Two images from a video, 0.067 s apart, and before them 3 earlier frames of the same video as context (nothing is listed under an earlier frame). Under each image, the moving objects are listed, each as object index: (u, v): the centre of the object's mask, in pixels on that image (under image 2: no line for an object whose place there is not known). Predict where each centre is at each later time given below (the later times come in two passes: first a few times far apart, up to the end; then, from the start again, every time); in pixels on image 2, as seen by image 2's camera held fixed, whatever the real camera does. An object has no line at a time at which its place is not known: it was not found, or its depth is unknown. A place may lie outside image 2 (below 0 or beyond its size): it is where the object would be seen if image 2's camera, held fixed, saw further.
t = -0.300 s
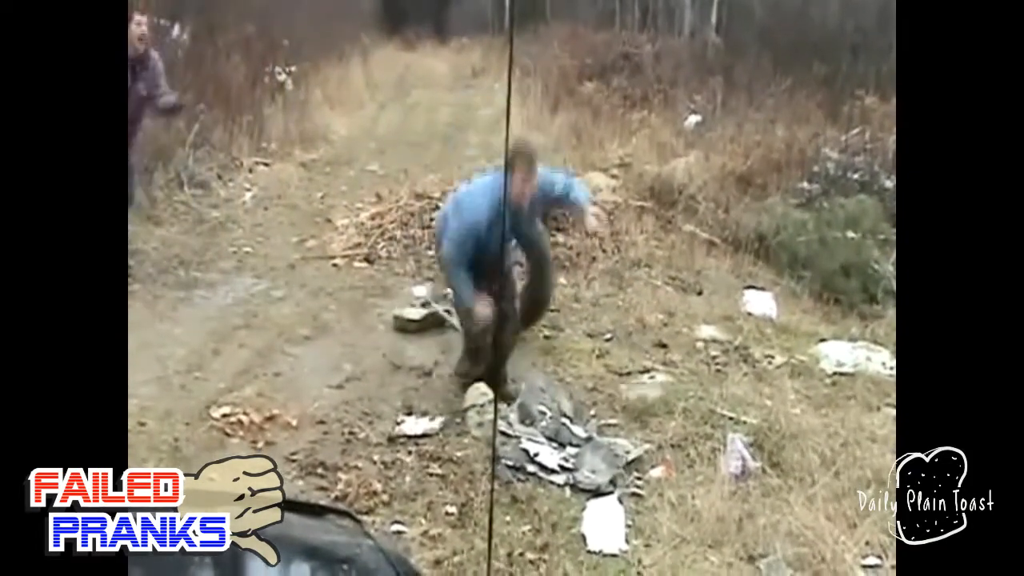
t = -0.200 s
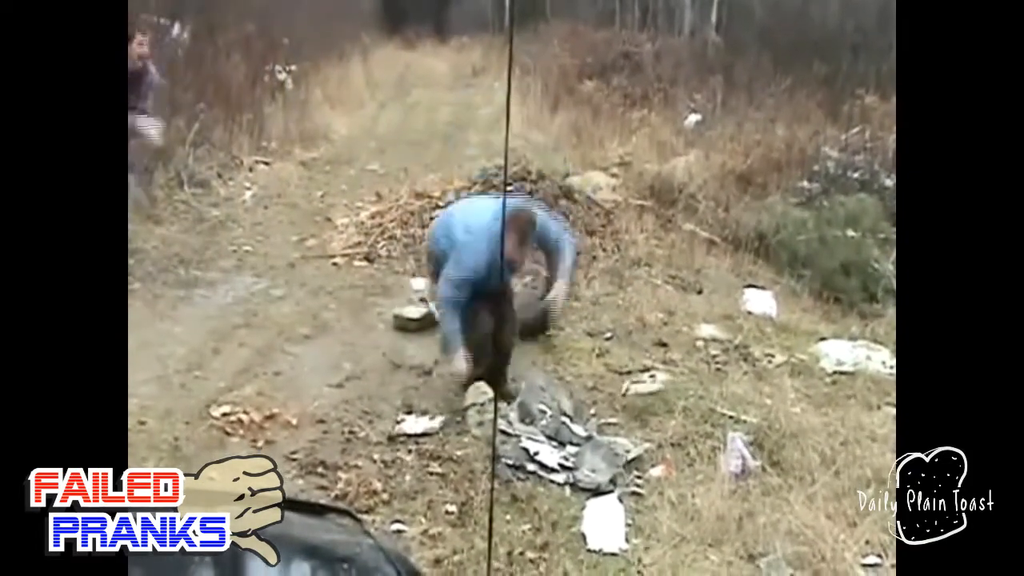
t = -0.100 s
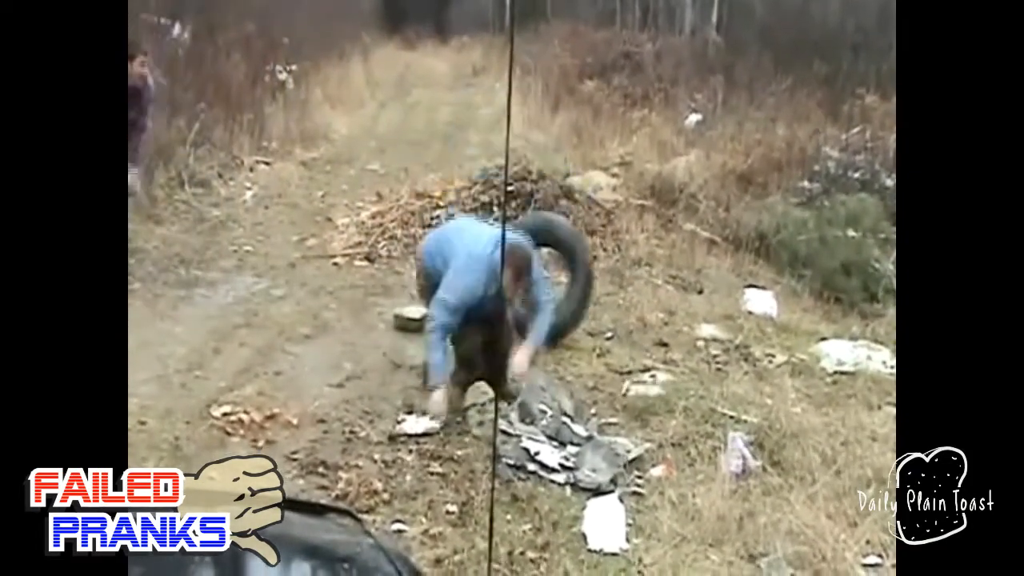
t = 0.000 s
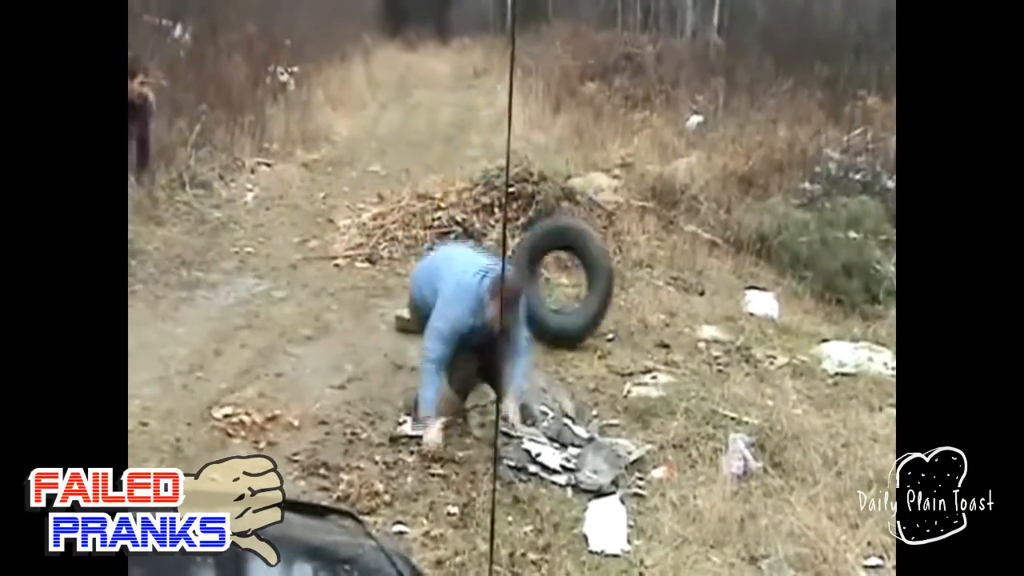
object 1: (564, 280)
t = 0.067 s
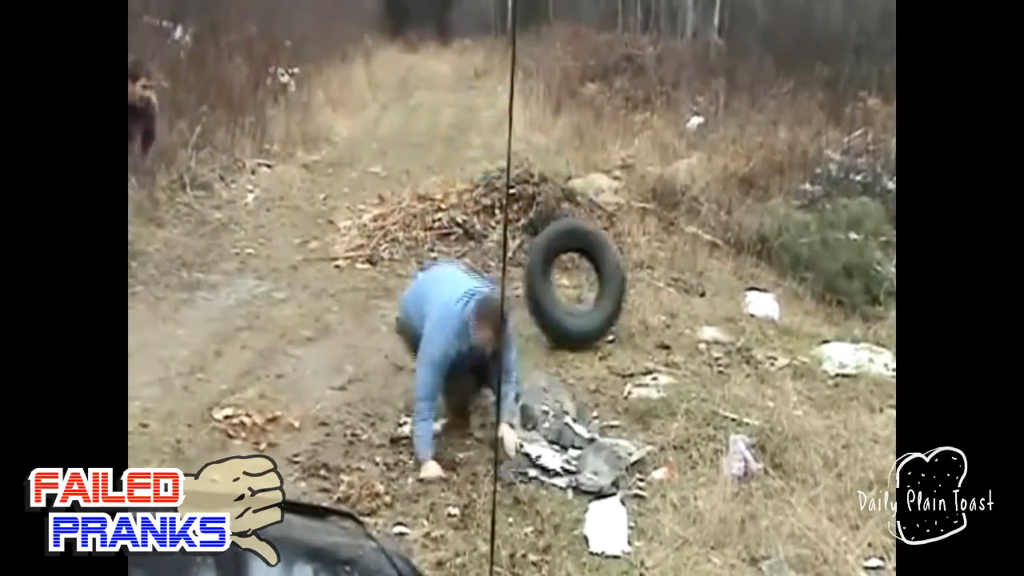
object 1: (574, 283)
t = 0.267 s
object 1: (606, 284)
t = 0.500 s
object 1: (640, 281)
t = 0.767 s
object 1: (676, 283)
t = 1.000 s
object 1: (706, 280)
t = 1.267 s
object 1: (736, 276)
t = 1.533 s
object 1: (760, 272)
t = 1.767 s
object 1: (774, 269)
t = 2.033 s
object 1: (785, 268)
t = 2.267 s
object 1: (783, 276)
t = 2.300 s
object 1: (782, 277)
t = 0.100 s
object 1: (580, 283)
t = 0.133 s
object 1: (585, 283)
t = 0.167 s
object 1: (591, 283)
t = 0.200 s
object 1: (596, 284)
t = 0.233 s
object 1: (601, 284)
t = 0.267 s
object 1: (606, 284)
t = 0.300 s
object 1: (611, 283)
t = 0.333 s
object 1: (617, 283)
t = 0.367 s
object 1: (621, 282)
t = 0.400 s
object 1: (626, 282)
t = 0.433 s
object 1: (631, 281)
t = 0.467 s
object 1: (635, 281)
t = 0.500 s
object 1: (640, 281)
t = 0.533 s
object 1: (644, 282)
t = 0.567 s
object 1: (649, 282)
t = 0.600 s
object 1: (653, 282)
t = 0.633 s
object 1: (657, 281)
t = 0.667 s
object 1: (662, 281)
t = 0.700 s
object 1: (665, 280)
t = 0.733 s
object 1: (672, 284)
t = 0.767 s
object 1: (676, 283)
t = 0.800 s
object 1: (680, 282)
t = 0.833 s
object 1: (685, 283)
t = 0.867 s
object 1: (690, 282)
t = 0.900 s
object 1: (694, 282)
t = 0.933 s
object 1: (698, 281)
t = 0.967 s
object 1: (702, 280)
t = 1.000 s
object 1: (706, 280)
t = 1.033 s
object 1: (710, 279)
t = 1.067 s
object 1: (714, 278)
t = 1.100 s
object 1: (717, 278)
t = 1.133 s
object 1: (721, 278)
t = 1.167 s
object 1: (725, 277)
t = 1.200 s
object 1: (729, 277)
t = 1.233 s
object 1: (733, 277)
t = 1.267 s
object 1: (736, 276)
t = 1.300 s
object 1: (740, 276)
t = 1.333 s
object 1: (743, 276)
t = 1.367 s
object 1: (746, 275)
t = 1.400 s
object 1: (749, 275)
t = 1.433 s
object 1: (751, 274)
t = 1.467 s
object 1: (754, 274)
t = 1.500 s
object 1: (758, 273)
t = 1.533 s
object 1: (760, 272)
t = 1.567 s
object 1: (762, 272)
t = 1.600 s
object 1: (764, 271)
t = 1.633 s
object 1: (767, 270)
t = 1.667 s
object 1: (769, 270)
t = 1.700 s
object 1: (771, 270)
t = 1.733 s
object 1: (772, 270)
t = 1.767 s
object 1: (774, 269)
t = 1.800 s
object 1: (776, 269)
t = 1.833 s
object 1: (777, 269)
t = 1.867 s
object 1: (779, 268)
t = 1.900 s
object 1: (781, 269)
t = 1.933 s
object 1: (782, 268)
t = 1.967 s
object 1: (783, 268)
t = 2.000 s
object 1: (785, 268)
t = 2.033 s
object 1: (785, 268)
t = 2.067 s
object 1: (784, 269)
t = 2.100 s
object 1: (786, 269)
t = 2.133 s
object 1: (785, 270)
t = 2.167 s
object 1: (785, 270)
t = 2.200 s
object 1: (784, 272)
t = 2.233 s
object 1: (784, 274)
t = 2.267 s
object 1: (783, 276)
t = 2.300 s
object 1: (782, 277)
